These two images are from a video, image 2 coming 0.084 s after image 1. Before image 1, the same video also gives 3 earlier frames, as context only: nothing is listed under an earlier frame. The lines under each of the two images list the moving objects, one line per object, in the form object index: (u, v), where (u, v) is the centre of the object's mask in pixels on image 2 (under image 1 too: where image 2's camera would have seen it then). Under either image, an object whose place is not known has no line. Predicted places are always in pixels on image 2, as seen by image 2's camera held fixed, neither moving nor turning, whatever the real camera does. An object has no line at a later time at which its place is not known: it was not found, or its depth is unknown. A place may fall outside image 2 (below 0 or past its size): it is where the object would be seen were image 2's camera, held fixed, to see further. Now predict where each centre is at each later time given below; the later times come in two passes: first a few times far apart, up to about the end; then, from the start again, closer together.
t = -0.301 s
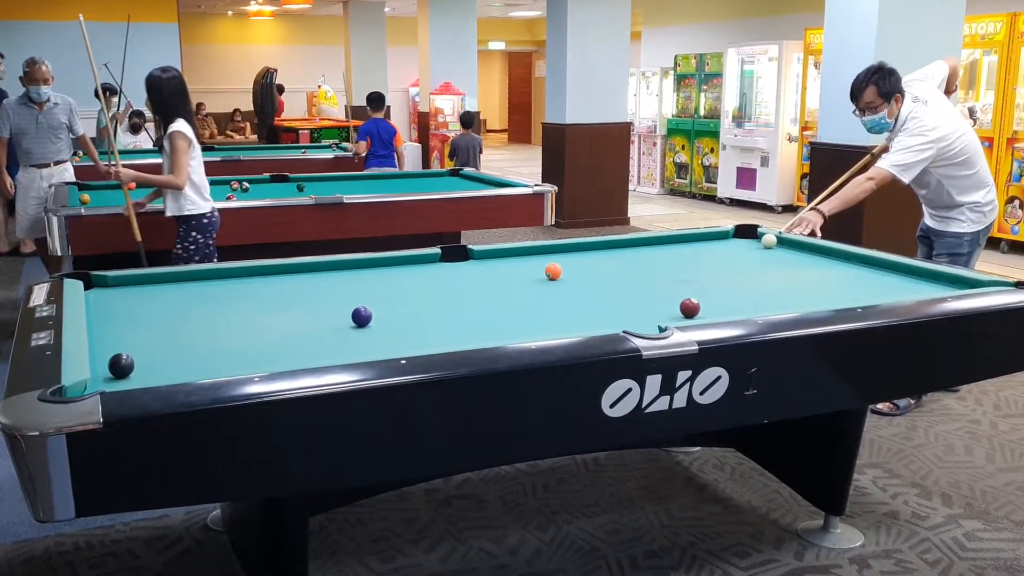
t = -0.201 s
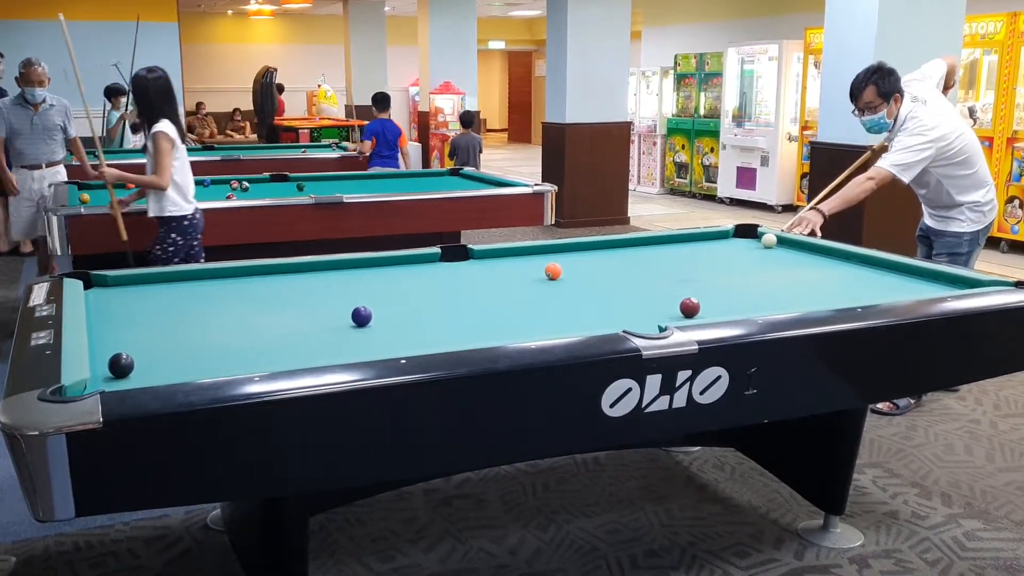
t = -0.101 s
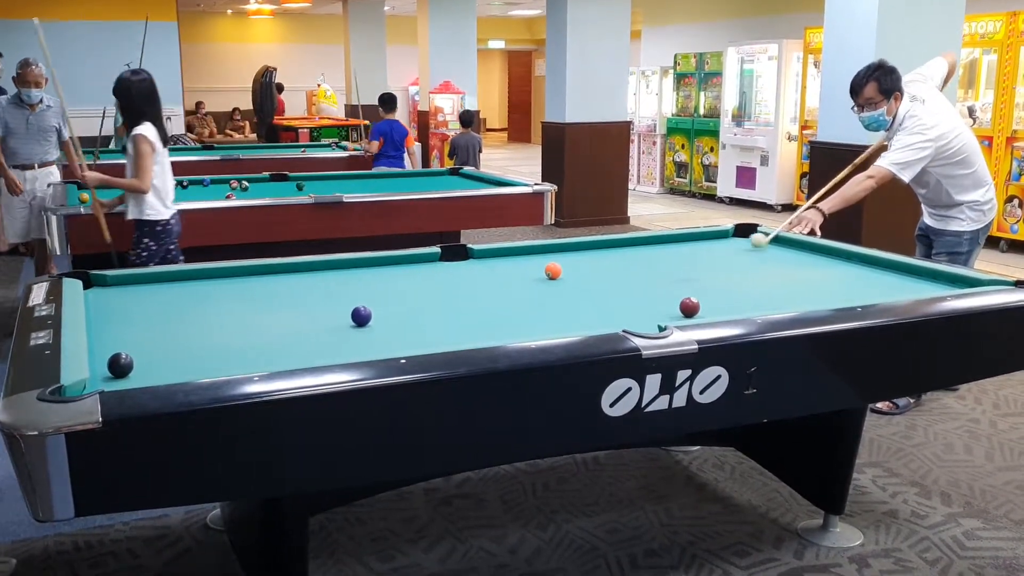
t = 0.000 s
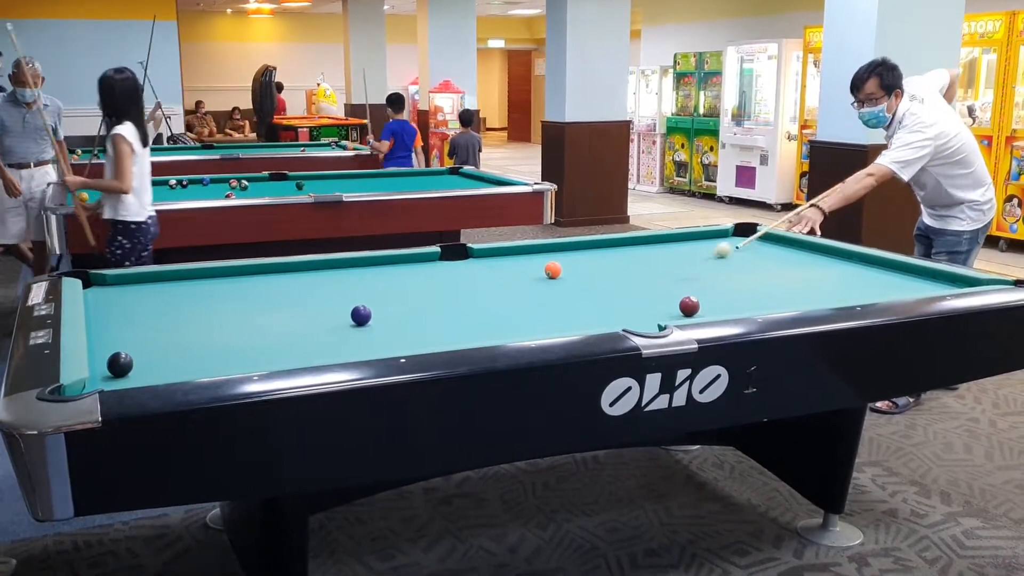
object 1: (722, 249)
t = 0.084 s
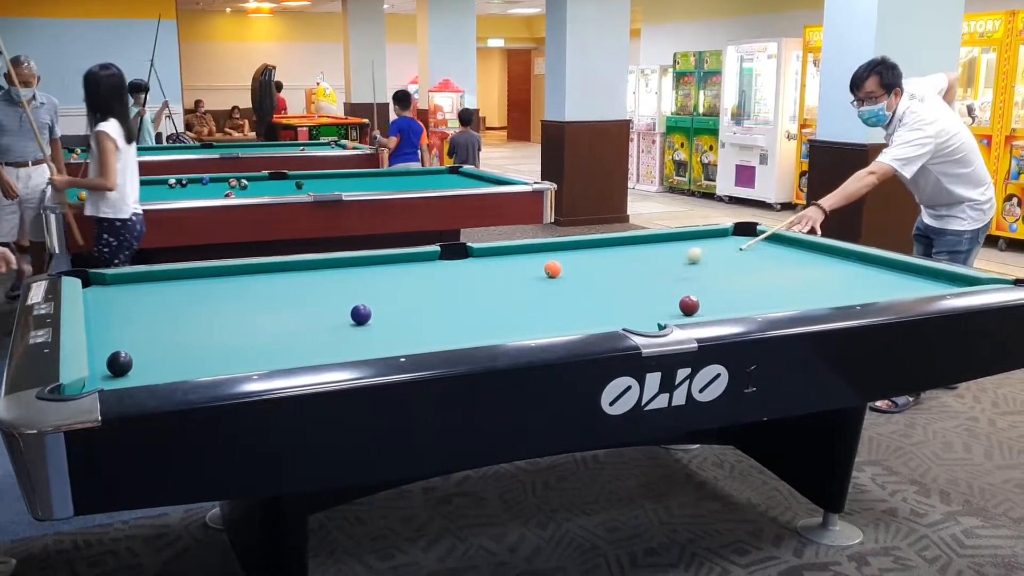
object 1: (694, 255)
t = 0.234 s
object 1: (649, 266)
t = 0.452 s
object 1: (583, 281)
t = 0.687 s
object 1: (500, 300)
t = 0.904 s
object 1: (411, 320)
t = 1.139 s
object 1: (296, 346)
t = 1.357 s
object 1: (166, 370)
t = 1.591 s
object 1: (109, 382)
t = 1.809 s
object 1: (99, 382)
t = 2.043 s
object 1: (96, 381)
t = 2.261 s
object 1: (99, 381)
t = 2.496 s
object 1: (103, 381)
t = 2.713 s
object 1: (105, 380)
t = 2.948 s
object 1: (106, 380)
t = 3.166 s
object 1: (106, 380)
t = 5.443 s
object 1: (108, 380)
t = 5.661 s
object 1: (108, 380)
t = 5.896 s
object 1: (108, 380)
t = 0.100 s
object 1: (689, 257)
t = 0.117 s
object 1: (683, 258)
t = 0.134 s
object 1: (678, 259)
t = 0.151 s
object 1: (673, 260)
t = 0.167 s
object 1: (669, 261)
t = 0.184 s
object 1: (664, 262)
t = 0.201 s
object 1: (659, 264)
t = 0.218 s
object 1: (654, 265)
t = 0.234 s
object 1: (649, 266)
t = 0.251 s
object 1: (644, 267)
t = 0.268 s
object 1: (639, 268)
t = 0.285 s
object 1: (634, 269)
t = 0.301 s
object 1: (629, 270)
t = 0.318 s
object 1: (625, 272)
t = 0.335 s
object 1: (619, 273)
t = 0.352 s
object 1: (615, 274)
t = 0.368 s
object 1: (609, 275)
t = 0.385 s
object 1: (604, 276)
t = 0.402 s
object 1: (598, 277)
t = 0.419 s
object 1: (593, 278)
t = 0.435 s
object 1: (588, 279)
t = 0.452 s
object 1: (583, 281)
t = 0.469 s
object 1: (577, 283)
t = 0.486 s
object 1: (572, 284)
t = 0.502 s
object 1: (566, 285)
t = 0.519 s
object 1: (560, 286)
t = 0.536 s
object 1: (555, 287)
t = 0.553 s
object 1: (550, 289)
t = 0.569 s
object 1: (543, 290)
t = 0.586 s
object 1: (537, 292)
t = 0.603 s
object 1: (531, 293)
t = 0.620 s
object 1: (525, 294)
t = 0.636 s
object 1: (519, 296)
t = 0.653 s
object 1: (513, 296)
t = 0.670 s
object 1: (507, 298)
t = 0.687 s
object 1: (500, 300)
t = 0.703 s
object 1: (494, 301)
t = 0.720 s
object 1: (487, 303)
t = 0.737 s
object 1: (480, 304)
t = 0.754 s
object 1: (474, 306)
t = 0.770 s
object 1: (468, 307)
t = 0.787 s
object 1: (461, 309)
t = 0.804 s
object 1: (454, 310)
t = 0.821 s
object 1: (447, 312)
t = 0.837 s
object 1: (440, 314)
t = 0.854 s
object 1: (433, 315)
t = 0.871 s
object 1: (426, 317)
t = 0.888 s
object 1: (419, 318)
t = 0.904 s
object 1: (411, 320)
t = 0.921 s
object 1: (404, 322)
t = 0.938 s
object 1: (396, 324)
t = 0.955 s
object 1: (389, 326)
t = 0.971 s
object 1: (380, 327)
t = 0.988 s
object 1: (372, 329)
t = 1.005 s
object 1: (364, 330)
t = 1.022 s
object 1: (357, 332)
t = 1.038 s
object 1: (348, 334)
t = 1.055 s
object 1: (340, 336)
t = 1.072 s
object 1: (332, 338)
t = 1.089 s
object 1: (323, 340)
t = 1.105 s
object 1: (314, 342)
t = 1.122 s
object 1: (305, 344)
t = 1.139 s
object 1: (296, 346)
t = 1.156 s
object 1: (287, 348)
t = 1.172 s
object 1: (278, 350)
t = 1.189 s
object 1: (268, 352)
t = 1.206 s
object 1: (258, 354)
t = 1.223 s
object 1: (249, 356)
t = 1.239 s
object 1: (239, 357)
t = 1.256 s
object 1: (228, 360)
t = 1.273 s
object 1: (218, 361)
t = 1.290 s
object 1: (208, 363)
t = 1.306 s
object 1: (198, 364)
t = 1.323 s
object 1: (187, 366)
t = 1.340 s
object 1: (178, 368)
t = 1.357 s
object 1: (166, 370)
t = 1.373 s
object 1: (155, 372)
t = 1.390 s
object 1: (145, 374)
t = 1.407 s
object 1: (132, 376)
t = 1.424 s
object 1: (124, 377)
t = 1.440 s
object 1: (115, 379)
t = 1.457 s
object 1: (106, 379)
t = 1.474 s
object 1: (99, 381)
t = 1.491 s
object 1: (96, 381)
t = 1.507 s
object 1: (99, 381)
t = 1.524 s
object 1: (102, 381)
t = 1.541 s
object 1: (104, 381)
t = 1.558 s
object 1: (105, 381)
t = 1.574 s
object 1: (107, 381)
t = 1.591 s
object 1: (109, 382)
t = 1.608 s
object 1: (110, 381)
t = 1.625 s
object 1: (109, 381)
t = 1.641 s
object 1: (108, 382)
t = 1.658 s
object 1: (107, 382)
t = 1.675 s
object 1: (106, 381)
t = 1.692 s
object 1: (105, 381)
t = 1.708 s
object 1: (105, 381)
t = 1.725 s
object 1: (104, 381)
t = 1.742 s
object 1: (103, 381)
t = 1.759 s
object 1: (103, 381)
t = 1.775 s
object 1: (100, 382)
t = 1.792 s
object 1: (99, 382)
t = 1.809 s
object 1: (99, 382)
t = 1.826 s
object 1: (98, 382)
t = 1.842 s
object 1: (97, 382)
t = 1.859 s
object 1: (96, 382)
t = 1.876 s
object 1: (96, 382)
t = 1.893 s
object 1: (95, 382)
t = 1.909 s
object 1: (94, 382)
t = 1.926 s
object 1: (94, 382)
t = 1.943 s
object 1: (93, 382)
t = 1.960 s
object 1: (94, 382)
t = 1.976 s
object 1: (94, 382)
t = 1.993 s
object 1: (95, 382)
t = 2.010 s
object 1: (95, 381)
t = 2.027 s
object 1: (96, 381)
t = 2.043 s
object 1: (96, 381)
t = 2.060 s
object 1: (96, 381)
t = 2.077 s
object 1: (97, 381)
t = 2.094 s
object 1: (97, 381)
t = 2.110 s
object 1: (97, 381)
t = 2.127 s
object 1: (98, 381)
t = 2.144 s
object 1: (98, 381)
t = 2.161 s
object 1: (98, 381)
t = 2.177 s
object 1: (99, 381)
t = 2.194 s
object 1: (99, 381)
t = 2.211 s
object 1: (99, 381)
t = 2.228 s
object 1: (99, 381)
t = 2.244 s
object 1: (99, 381)
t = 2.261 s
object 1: (99, 381)
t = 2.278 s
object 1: (100, 381)
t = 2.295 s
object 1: (100, 381)
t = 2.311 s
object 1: (100, 381)
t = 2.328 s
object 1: (101, 381)
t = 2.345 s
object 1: (101, 381)
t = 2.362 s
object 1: (101, 381)
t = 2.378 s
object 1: (101, 381)
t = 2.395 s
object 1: (101, 381)
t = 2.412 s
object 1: (101, 381)
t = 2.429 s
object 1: (102, 381)
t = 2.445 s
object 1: (102, 381)
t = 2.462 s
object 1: (103, 380)
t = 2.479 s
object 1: (103, 381)
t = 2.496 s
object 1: (103, 381)
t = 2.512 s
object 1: (103, 381)
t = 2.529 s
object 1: (104, 380)
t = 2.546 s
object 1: (104, 380)
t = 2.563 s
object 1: (105, 380)
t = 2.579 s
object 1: (104, 381)
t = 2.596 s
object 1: (105, 380)
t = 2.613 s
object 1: (105, 380)
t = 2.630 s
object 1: (105, 380)
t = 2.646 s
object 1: (105, 380)
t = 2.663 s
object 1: (105, 380)
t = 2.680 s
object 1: (105, 380)
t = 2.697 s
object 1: (105, 380)
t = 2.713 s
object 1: (105, 380)
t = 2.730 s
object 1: (106, 380)
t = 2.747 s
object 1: (106, 380)
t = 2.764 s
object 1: (106, 380)
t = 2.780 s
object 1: (106, 380)
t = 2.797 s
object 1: (106, 380)
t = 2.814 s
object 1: (106, 380)
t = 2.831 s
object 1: (106, 380)
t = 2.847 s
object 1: (106, 380)
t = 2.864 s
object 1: (106, 380)
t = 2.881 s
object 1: (106, 380)
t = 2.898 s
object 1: (106, 380)
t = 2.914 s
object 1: (106, 380)
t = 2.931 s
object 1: (106, 380)
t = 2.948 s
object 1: (106, 380)
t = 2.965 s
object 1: (106, 380)
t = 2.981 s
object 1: (106, 380)
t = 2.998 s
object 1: (106, 380)
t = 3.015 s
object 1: (106, 380)
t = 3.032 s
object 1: (106, 380)
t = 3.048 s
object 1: (106, 380)
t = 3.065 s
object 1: (106, 380)
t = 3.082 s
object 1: (106, 380)
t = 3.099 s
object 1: (106, 380)
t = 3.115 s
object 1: (106, 380)
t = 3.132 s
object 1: (106, 380)
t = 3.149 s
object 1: (106, 380)
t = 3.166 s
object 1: (106, 380)
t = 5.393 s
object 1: (108, 380)
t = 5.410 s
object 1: (108, 380)
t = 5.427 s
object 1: (108, 380)
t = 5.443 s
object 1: (108, 380)
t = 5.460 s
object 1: (108, 380)
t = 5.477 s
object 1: (108, 380)
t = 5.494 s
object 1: (109, 380)
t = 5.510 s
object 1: (108, 380)
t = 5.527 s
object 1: (108, 380)
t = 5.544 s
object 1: (108, 380)
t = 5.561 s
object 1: (108, 380)
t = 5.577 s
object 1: (108, 380)
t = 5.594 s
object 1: (108, 380)
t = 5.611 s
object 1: (108, 380)
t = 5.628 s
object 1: (108, 380)
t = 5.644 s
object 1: (108, 380)
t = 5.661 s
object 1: (108, 380)
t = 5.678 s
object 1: (108, 380)
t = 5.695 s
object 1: (108, 380)
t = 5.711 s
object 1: (108, 380)
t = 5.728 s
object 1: (108, 380)
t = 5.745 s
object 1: (108, 380)
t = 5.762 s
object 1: (108, 380)
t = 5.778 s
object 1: (108, 380)
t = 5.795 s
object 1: (108, 381)
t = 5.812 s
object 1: (108, 380)
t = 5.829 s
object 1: (108, 381)
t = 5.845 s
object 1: (108, 380)
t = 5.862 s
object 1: (108, 380)
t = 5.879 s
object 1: (108, 380)
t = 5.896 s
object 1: (108, 380)
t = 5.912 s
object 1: (108, 380)
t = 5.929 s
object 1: (108, 380)
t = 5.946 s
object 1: (108, 380)
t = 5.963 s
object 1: (108, 380)
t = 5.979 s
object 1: (108, 380)
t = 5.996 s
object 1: (108, 381)
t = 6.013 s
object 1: (108, 380)
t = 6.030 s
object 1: (108, 381)
